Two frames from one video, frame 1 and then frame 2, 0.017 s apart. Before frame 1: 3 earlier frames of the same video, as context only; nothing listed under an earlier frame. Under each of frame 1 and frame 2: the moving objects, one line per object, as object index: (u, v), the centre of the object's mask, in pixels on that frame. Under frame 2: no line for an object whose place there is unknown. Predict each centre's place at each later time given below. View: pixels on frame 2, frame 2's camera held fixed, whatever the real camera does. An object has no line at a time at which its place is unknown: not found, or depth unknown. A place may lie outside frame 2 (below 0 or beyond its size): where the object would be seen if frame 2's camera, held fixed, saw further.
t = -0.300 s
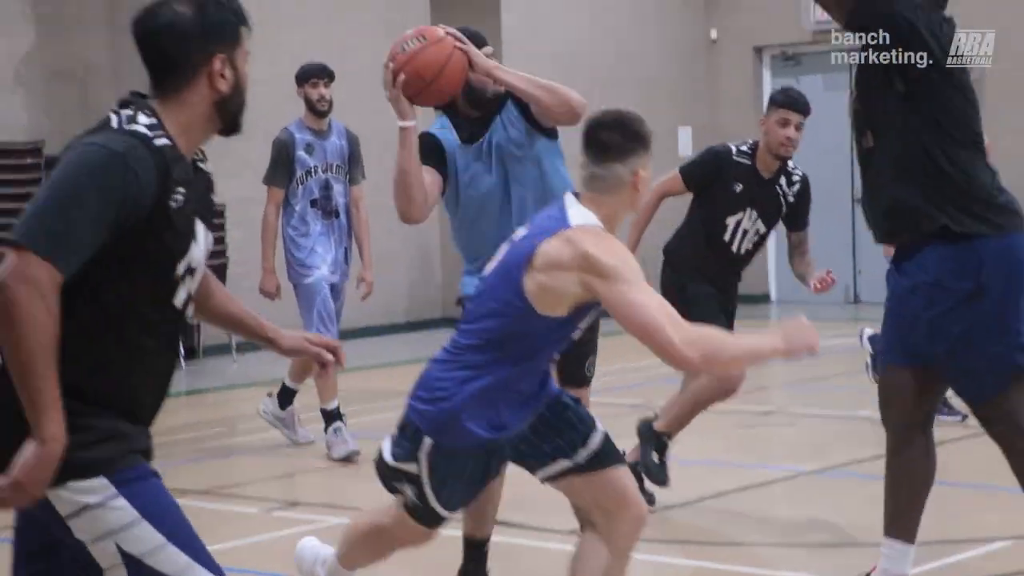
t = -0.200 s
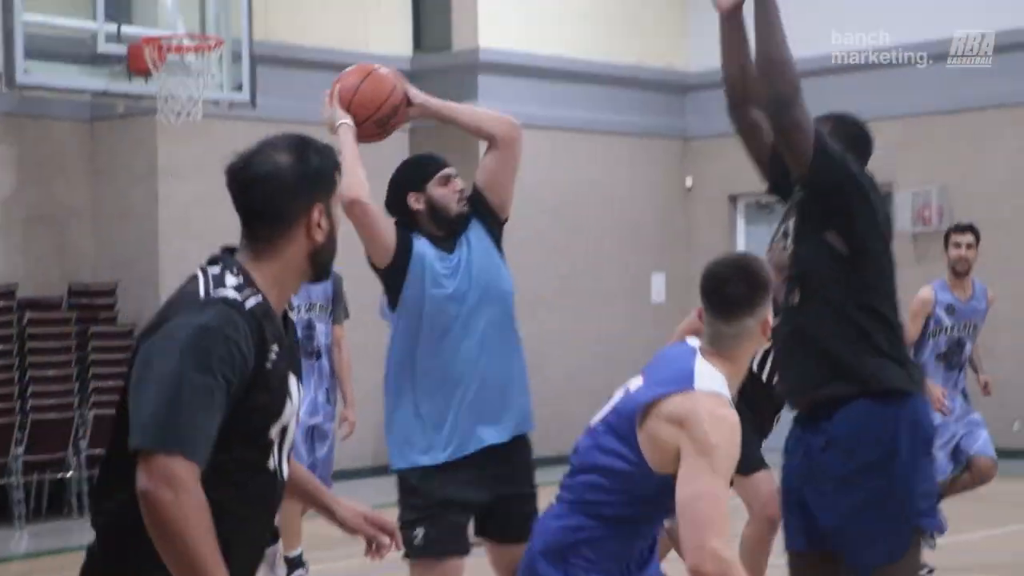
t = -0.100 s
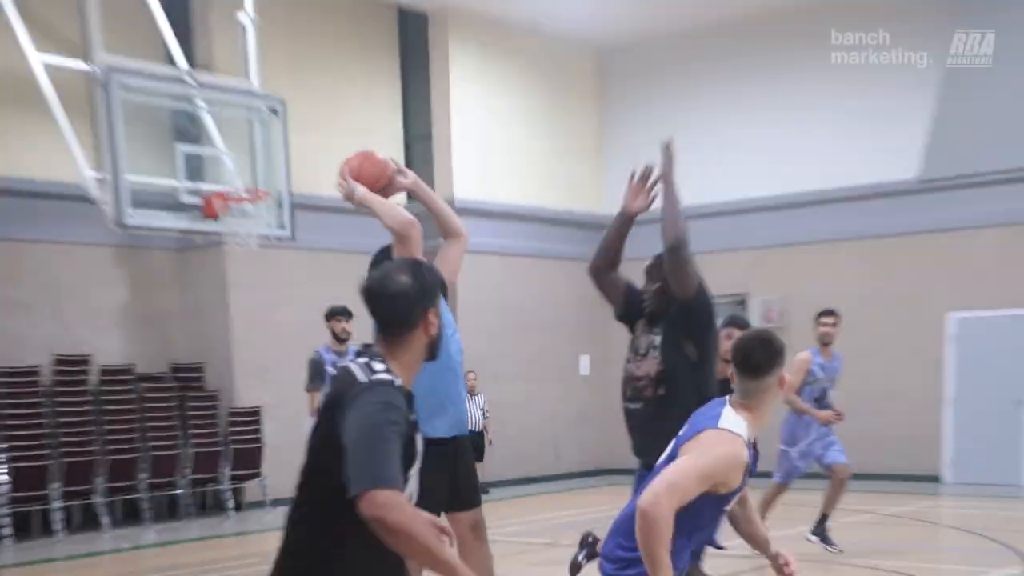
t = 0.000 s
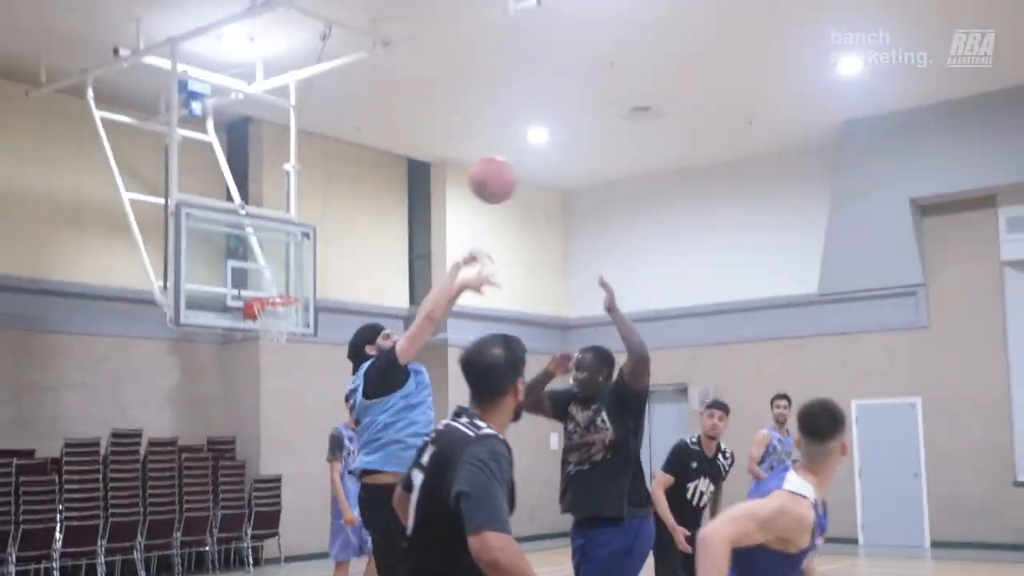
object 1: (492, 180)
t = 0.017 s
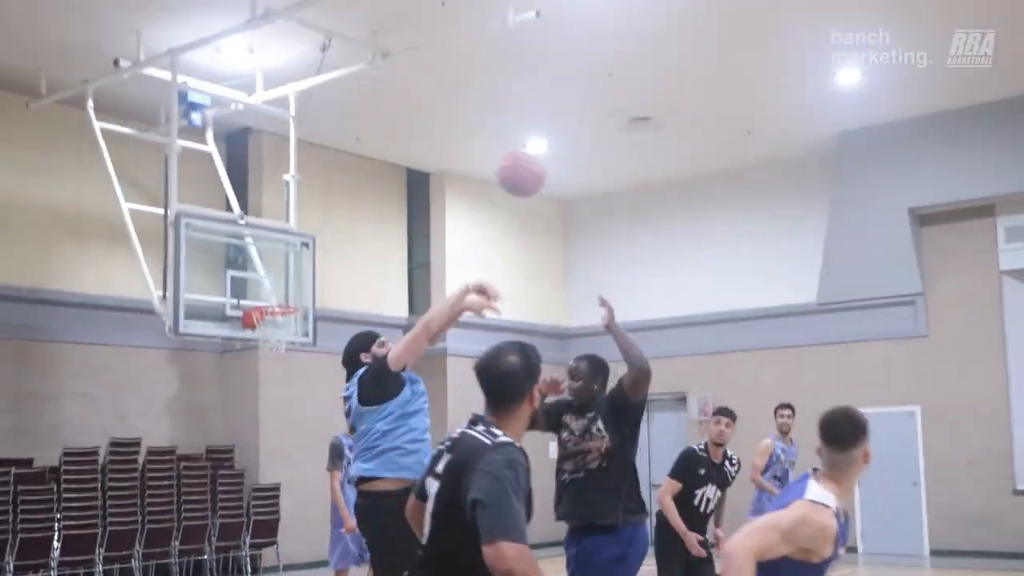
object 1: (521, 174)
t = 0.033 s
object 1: (548, 154)
